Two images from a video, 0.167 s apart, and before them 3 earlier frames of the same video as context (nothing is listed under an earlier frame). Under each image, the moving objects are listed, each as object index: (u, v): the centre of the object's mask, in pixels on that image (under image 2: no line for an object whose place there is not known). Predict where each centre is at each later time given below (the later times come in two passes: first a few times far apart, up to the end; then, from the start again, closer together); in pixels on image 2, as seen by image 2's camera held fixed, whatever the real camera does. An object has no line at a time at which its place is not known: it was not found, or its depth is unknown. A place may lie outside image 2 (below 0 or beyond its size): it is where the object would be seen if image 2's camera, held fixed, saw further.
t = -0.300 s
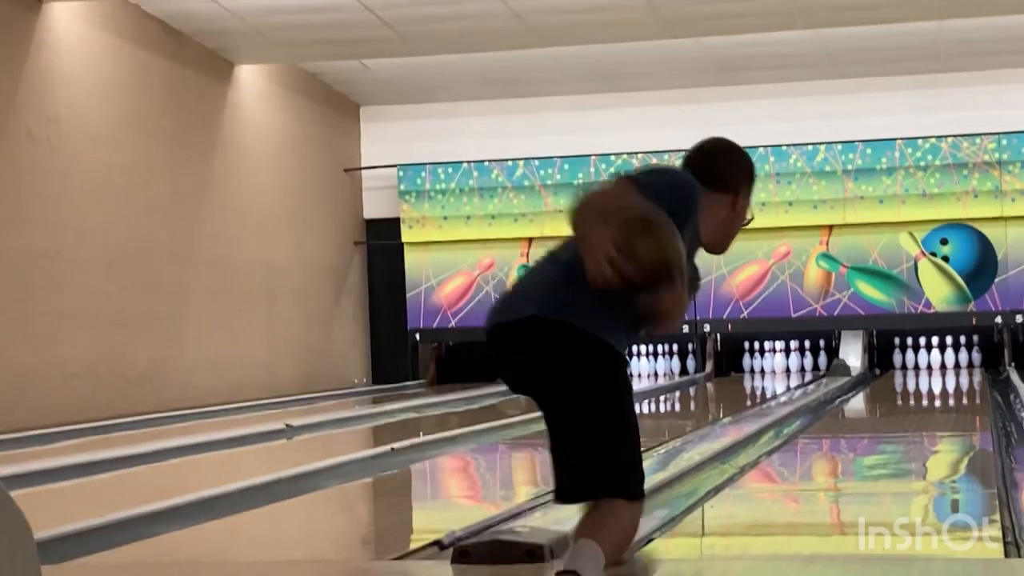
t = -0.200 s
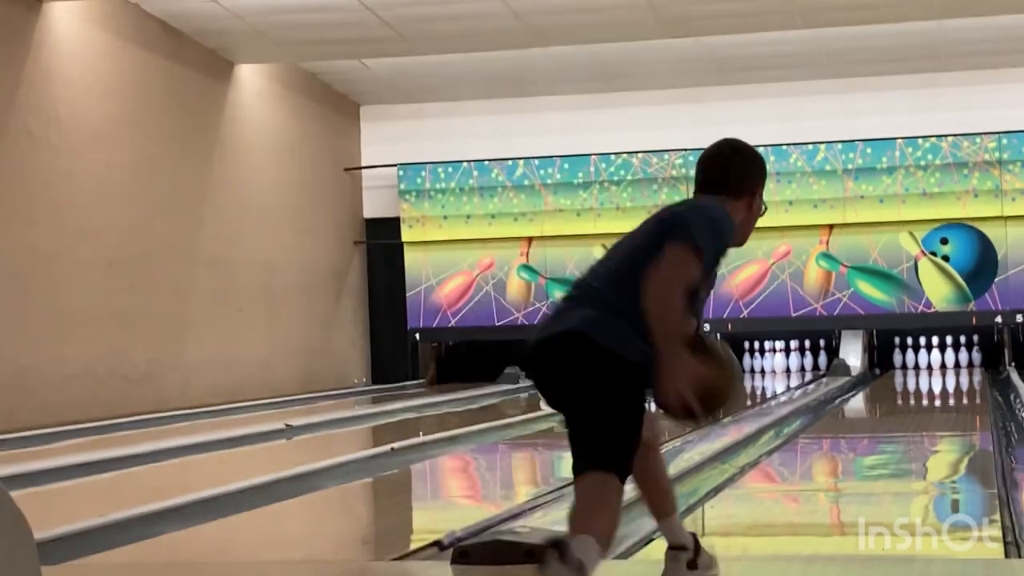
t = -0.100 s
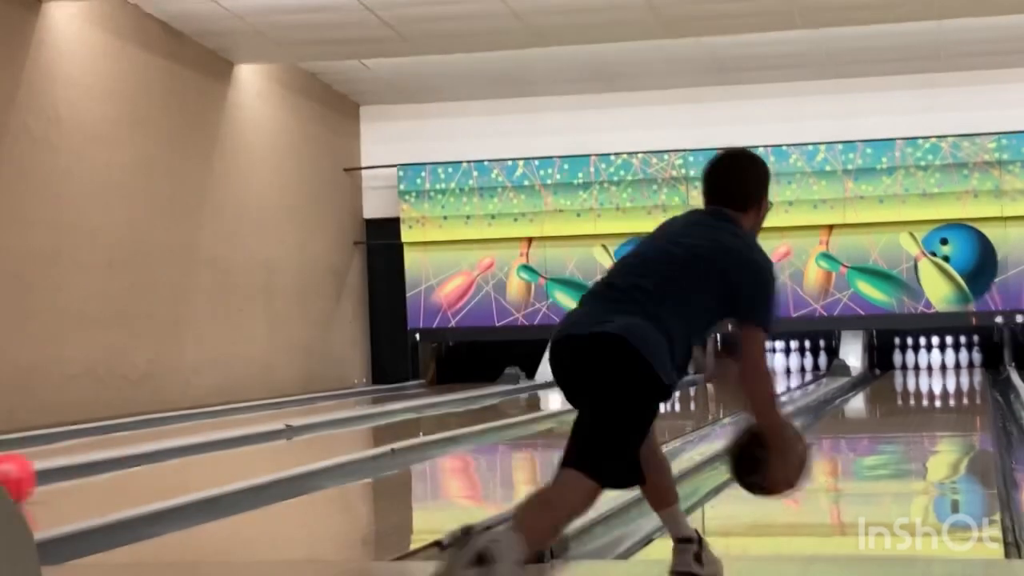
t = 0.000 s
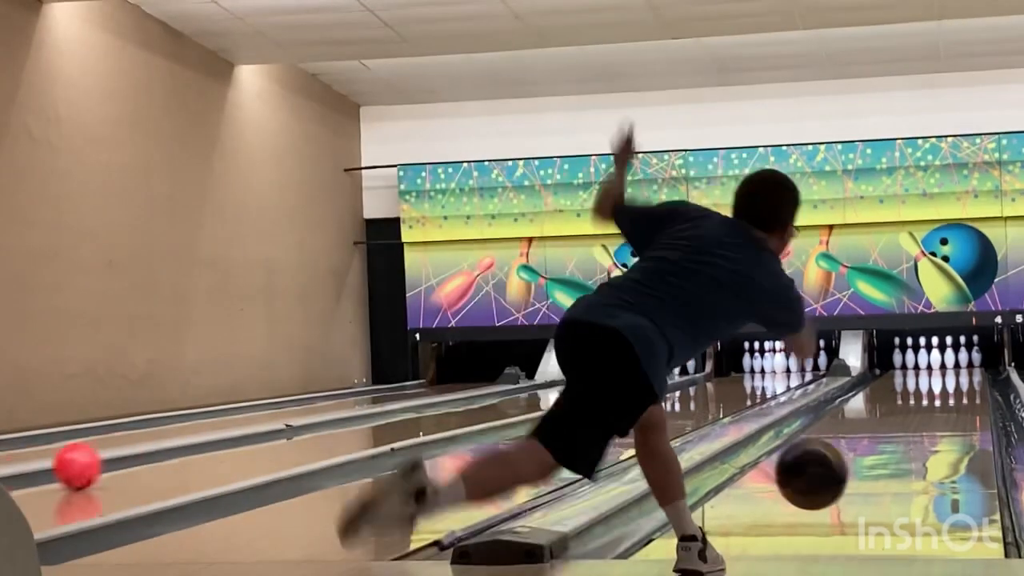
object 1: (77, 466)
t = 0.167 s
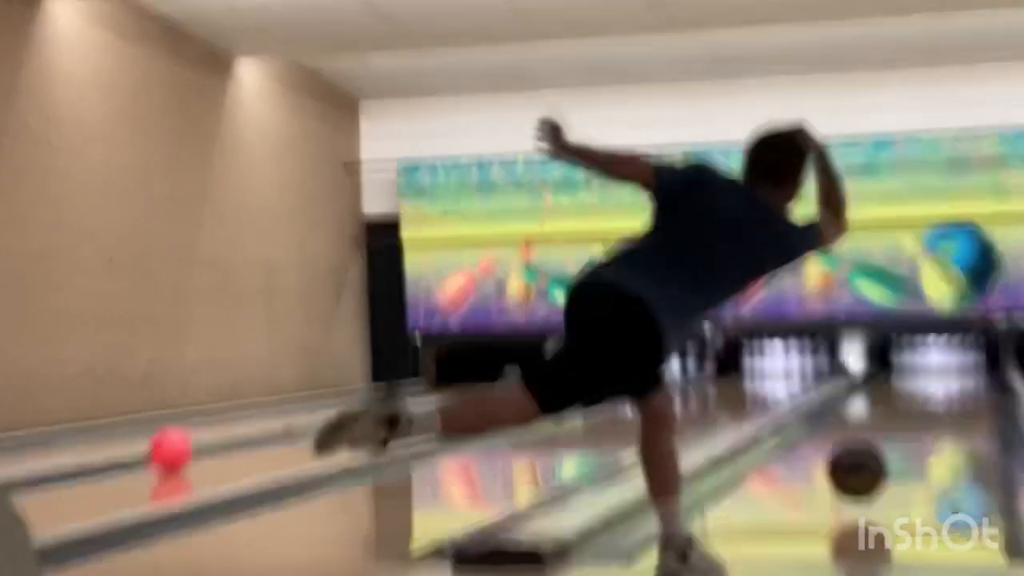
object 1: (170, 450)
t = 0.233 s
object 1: (202, 443)
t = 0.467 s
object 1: (294, 425)
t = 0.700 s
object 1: (365, 412)
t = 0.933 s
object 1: (421, 401)
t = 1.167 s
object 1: (468, 393)
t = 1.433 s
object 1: (514, 384)
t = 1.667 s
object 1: (550, 378)
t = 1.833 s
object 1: (571, 373)
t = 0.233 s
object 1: (202, 443)
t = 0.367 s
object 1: (257, 432)
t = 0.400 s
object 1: (270, 430)
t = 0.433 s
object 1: (282, 428)
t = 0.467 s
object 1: (294, 425)
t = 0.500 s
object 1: (304, 423)
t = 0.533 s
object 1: (315, 422)
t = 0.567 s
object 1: (326, 419)
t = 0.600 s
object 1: (336, 417)
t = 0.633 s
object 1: (346, 415)
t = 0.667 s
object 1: (356, 413)
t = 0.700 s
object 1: (365, 412)
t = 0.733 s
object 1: (374, 410)
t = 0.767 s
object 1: (382, 408)
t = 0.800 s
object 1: (390, 407)
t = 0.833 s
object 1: (398, 405)
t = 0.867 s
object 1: (407, 404)
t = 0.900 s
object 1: (414, 402)
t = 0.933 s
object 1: (421, 401)
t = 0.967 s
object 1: (429, 399)
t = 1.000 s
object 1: (435, 398)
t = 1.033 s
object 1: (442, 397)
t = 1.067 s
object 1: (449, 396)
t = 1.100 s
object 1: (456, 394)
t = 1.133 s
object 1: (462, 394)
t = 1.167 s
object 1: (468, 393)
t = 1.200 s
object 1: (475, 391)
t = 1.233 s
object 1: (481, 390)
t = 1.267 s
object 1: (487, 390)
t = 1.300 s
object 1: (492, 389)
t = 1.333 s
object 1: (499, 388)
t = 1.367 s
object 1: (504, 386)
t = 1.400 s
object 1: (509, 385)
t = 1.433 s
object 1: (514, 384)
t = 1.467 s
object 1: (520, 383)
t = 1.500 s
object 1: (525, 382)
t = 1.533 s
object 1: (530, 381)
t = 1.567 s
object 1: (535, 381)
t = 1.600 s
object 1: (540, 379)
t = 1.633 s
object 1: (545, 379)
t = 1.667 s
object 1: (550, 378)
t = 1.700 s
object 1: (555, 377)
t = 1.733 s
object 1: (560, 377)
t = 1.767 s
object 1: (564, 376)
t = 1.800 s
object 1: (568, 374)
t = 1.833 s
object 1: (571, 373)
